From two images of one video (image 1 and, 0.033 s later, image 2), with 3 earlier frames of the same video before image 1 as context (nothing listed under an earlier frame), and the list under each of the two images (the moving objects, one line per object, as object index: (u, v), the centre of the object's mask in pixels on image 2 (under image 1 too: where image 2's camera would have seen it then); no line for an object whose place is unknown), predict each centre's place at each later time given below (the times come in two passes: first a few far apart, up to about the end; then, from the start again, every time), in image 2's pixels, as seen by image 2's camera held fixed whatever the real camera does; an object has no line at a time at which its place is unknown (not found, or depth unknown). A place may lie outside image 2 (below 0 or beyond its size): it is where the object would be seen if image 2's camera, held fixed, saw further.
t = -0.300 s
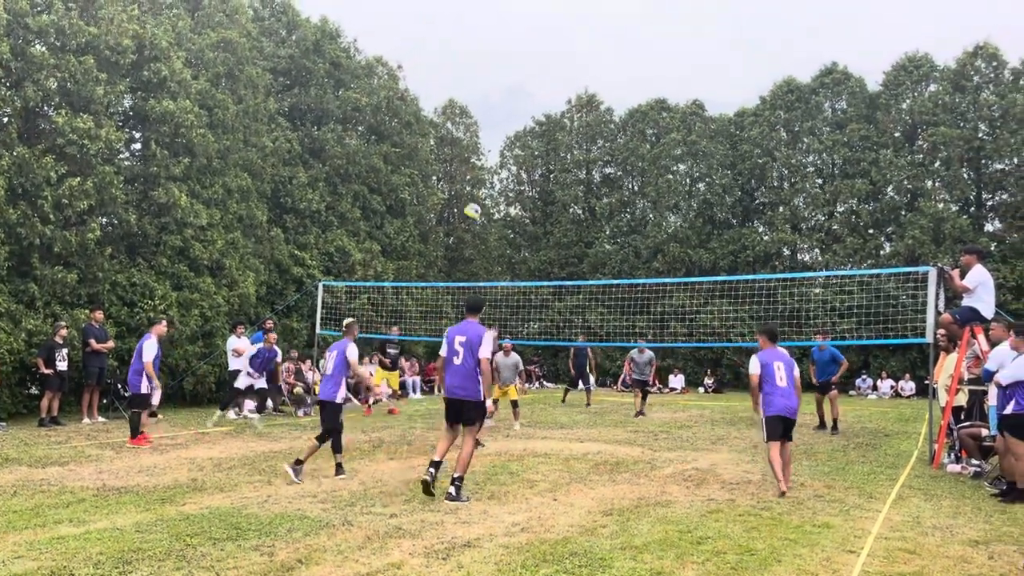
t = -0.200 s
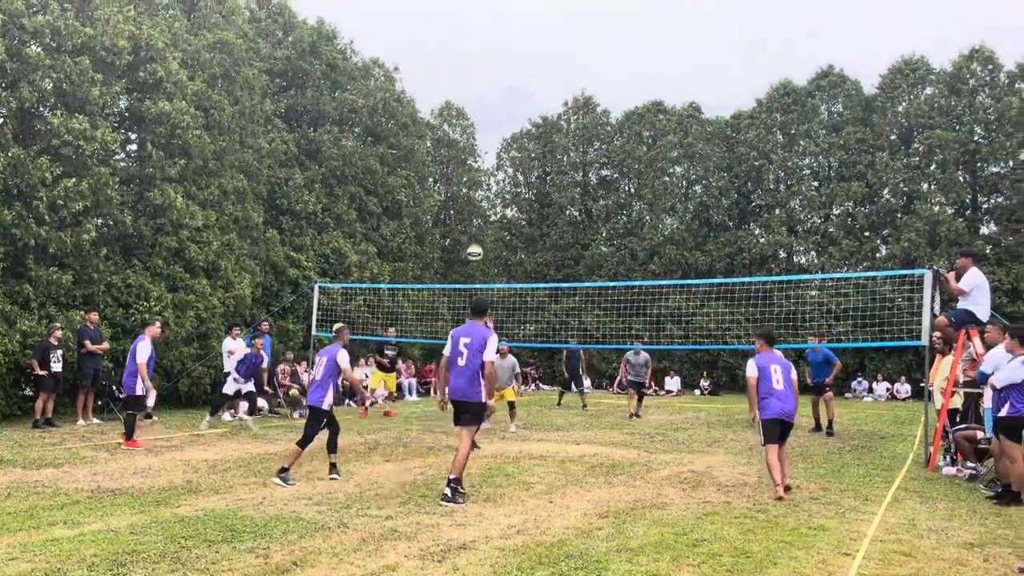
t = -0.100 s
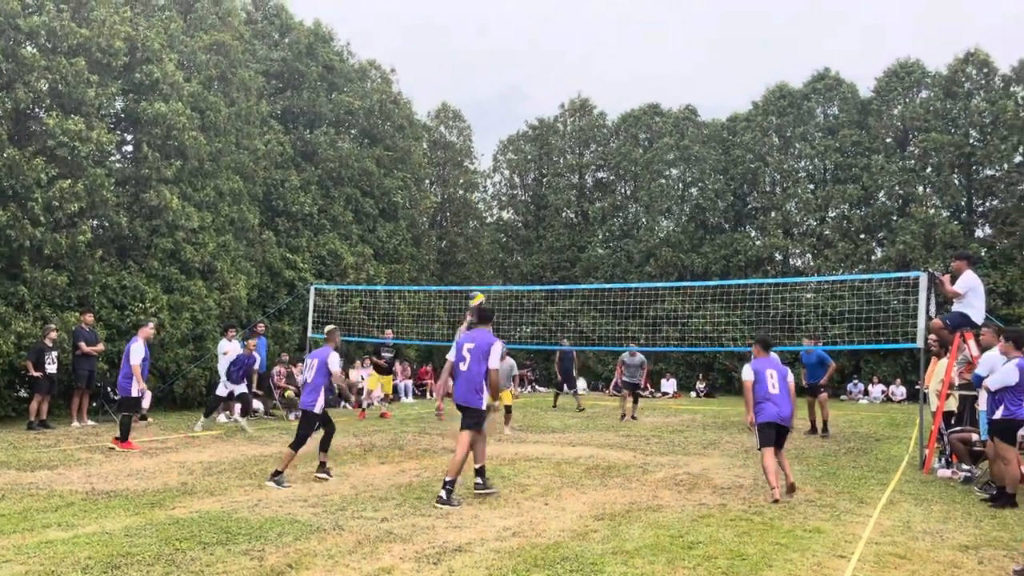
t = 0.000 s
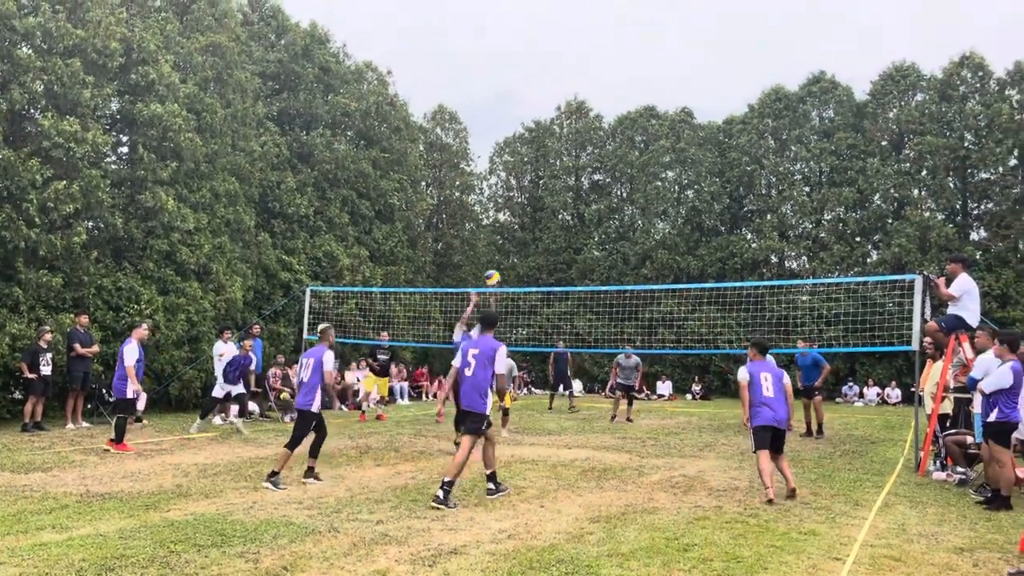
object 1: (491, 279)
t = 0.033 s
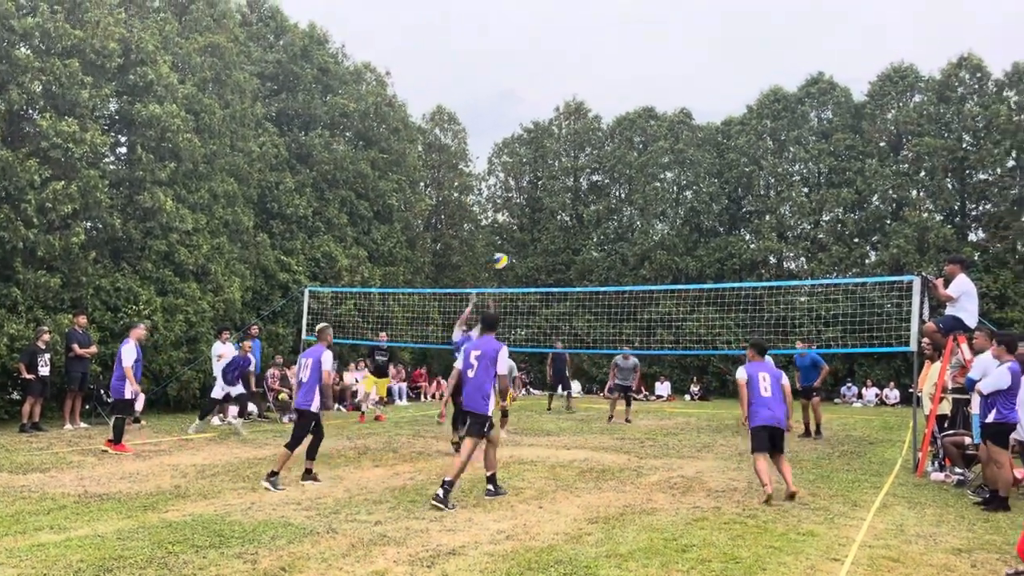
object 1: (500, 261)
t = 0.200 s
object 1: (545, 183)
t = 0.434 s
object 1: (605, 111)
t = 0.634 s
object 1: (656, 80)
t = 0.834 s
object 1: (707, 80)
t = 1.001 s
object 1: (750, 105)
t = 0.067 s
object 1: (509, 244)
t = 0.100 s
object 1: (519, 227)
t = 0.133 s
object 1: (528, 212)
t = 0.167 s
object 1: (536, 196)
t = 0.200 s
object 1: (545, 183)
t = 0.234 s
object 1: (554, 170)
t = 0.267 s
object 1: (563, 159)
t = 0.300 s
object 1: (571, 147)
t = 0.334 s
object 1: (579, 137)
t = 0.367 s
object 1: (588, 127)
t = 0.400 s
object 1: (597, 119)
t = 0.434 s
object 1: (605, 111)
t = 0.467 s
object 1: (613, 104)
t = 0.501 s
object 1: (622, 97)
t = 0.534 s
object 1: (631, 92)
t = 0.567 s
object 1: (639, 87)
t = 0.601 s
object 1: (648, 83)
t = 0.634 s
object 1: (656, 80)
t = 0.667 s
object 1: (665, 78)
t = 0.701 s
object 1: (673, 76)
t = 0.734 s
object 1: (682, 76)
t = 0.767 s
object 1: (691, 77)
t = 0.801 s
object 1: (699, 78)
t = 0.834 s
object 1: (707, 80)
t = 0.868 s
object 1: (716, 82)
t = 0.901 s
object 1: (724, 87)
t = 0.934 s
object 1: (733, 92)
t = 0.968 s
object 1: (741, 99)
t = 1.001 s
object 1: (750, 105)
